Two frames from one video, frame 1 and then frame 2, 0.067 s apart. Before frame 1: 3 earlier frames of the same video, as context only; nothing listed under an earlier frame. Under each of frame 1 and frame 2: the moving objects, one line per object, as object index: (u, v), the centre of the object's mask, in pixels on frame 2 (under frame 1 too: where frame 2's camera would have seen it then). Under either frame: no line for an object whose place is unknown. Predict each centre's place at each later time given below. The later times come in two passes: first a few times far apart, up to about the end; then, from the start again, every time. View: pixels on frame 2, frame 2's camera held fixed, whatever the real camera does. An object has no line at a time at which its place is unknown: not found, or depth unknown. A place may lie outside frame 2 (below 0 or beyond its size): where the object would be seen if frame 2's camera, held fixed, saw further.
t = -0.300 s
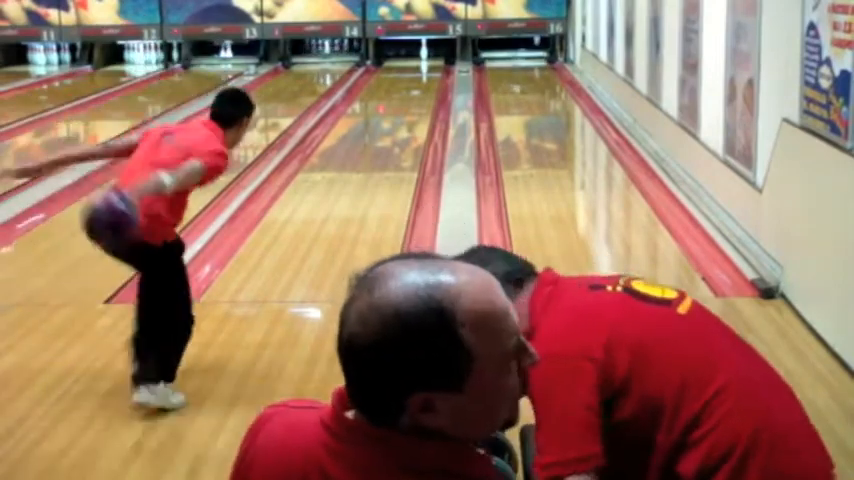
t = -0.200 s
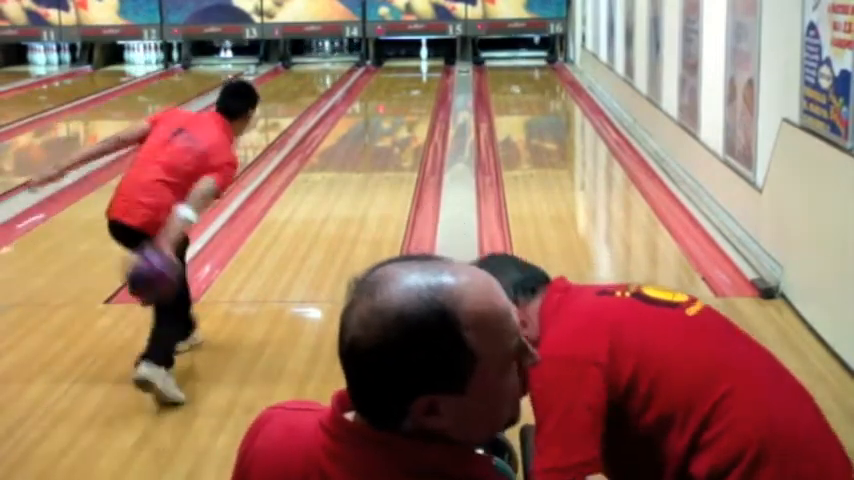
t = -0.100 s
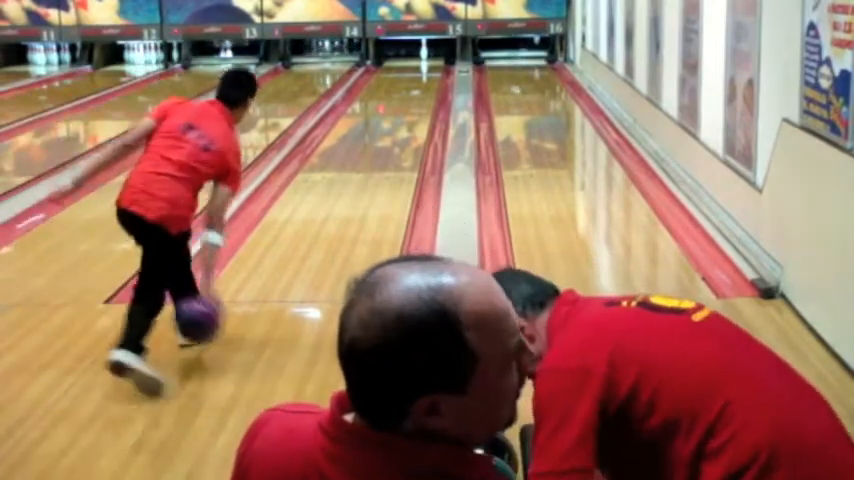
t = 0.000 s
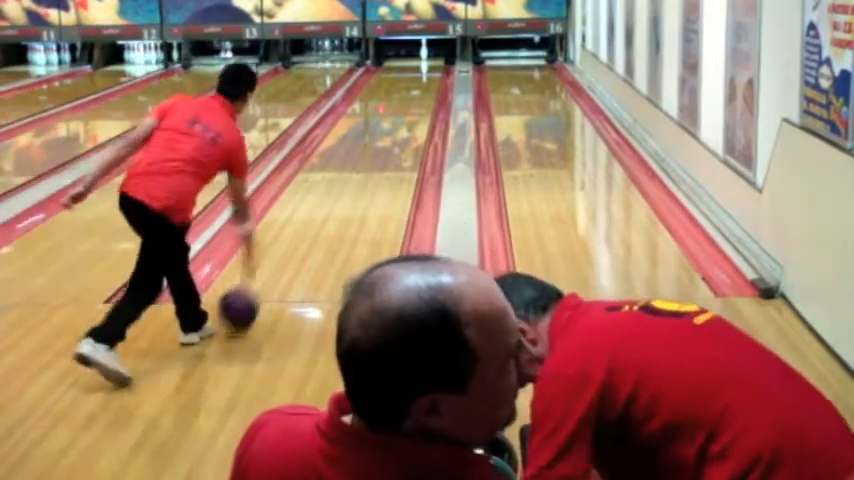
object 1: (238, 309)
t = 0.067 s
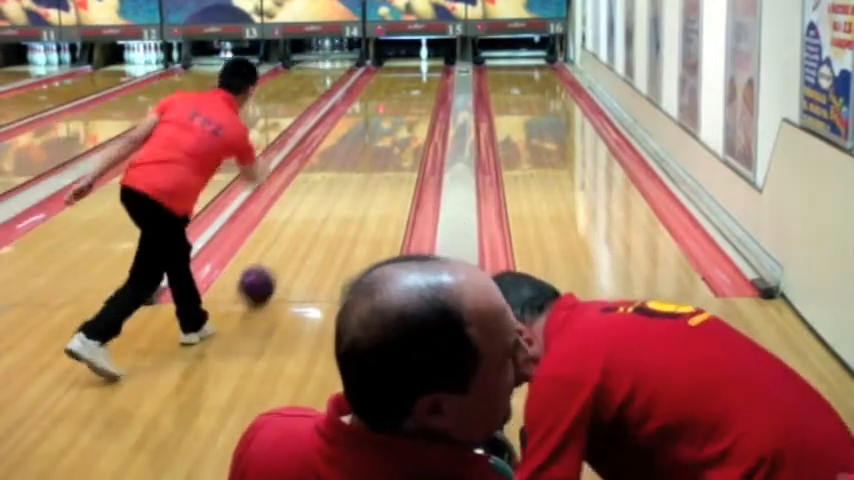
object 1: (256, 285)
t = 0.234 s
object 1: (292, 238)
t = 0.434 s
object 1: (324, 195)
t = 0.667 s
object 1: (350, 160)
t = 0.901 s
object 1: (369, 135)
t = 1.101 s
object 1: (382, 117)
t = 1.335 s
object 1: (394, 100)
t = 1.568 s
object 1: (404, 88)
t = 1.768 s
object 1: (410, 78)
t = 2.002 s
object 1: (416, 67)
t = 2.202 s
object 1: (418, 63)
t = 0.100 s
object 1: (265, 274)
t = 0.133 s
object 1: (273, 264)
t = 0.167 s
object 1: (279, 255)
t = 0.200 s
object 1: (286, 247)
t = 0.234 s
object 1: (292, 238)
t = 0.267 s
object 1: (298, 231)
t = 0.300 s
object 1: (304, 223)
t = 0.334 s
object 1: (310, 215)
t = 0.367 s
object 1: (315, 208)
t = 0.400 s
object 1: (320, 201)
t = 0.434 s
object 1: (324, 195)
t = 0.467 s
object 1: (329, 190)
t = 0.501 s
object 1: (332, 185)
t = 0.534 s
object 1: (336, 179)
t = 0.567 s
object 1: (339, 174)
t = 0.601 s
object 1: (343, 169)
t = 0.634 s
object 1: (347, 165)
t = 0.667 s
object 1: (350, 160)
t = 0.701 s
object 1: (353, 156)
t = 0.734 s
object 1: (356, 152)
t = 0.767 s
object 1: (359, 149)
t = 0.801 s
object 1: (362, 145)
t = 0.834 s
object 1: (365, 141)
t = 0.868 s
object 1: (367, 138)
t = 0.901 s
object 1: (369, 135)
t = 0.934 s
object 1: (372, 131)
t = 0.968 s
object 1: (374, 128)
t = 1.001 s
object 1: (376, 125)
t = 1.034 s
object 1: (379, 122)
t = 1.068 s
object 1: (380, 119)
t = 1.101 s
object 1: (382, 117)
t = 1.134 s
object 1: (384, 114)
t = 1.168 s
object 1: (386, 112)
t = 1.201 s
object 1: (387, 110)
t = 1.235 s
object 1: (389, 107)
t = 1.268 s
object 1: (391, 106)
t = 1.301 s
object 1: (392, 104)
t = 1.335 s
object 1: (394, 100)
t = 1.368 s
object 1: (396, 98)
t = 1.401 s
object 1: (397, 97)
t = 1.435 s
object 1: (399, 94)
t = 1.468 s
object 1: (399, 93)
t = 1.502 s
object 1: (401, 91)
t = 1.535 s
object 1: (402, 90)
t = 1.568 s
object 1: (404, 88)
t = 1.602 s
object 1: (405, 87)
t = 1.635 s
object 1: (407, 85)
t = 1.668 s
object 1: (408, 83)
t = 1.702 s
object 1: (409, 81)
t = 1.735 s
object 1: (410, 79)
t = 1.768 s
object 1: (410, 78)
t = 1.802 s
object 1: (411, 77)
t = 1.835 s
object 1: (412, 76)
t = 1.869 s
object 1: (412, 75)
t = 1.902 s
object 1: (413, 74)
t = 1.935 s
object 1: (415, 73)
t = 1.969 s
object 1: (416, 71)
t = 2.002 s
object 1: (416, 67)
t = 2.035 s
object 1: (417, 68)
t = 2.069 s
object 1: (417, 66)
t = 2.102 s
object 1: (416, 66)
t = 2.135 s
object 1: (417, 64)
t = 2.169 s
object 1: (417, 63)
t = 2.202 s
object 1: (418, 63)
